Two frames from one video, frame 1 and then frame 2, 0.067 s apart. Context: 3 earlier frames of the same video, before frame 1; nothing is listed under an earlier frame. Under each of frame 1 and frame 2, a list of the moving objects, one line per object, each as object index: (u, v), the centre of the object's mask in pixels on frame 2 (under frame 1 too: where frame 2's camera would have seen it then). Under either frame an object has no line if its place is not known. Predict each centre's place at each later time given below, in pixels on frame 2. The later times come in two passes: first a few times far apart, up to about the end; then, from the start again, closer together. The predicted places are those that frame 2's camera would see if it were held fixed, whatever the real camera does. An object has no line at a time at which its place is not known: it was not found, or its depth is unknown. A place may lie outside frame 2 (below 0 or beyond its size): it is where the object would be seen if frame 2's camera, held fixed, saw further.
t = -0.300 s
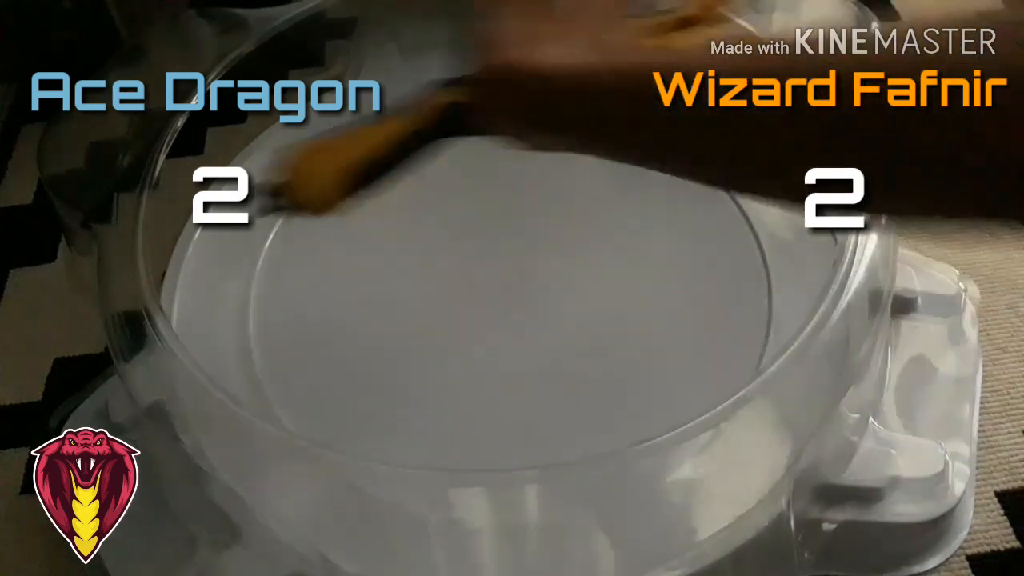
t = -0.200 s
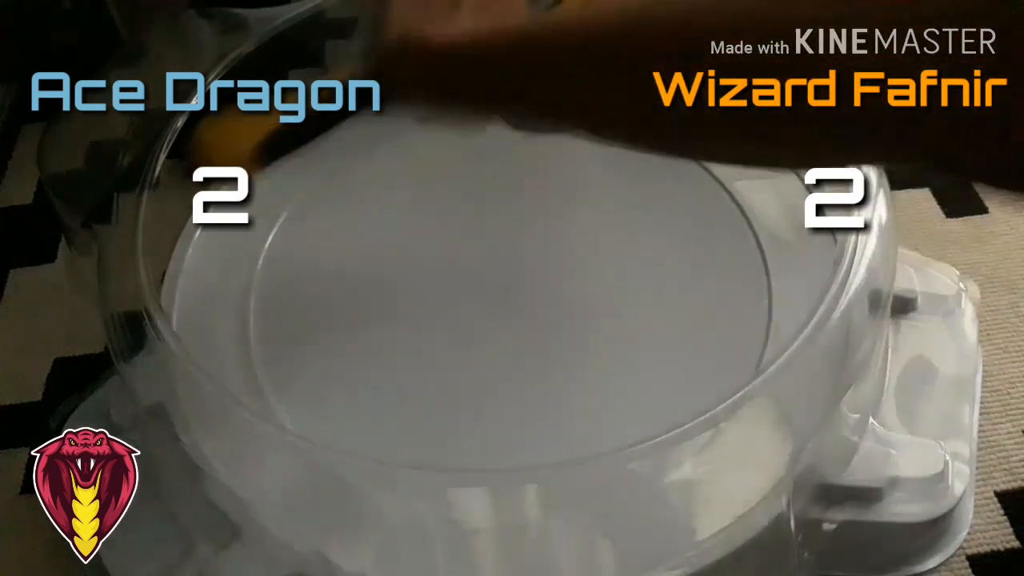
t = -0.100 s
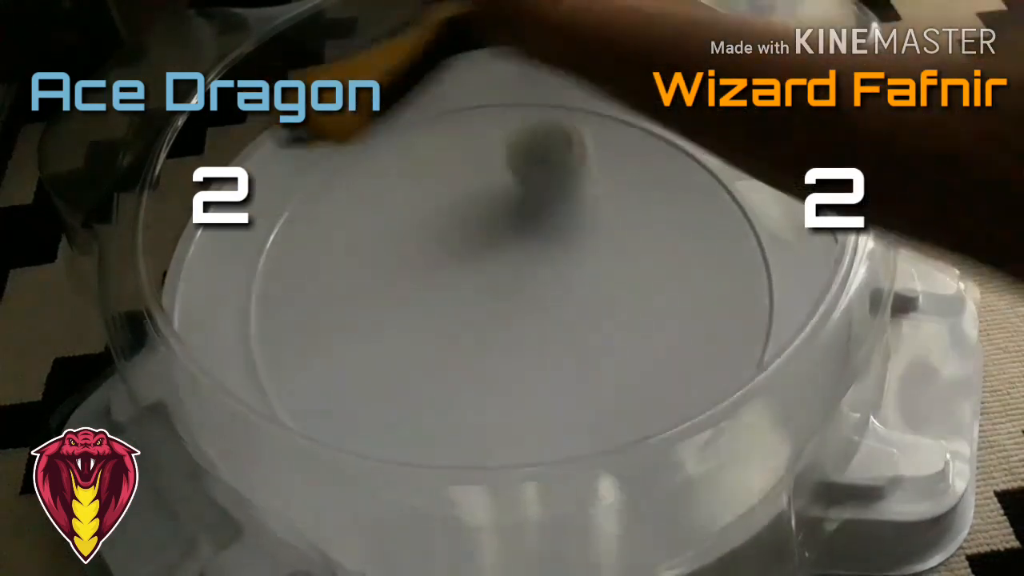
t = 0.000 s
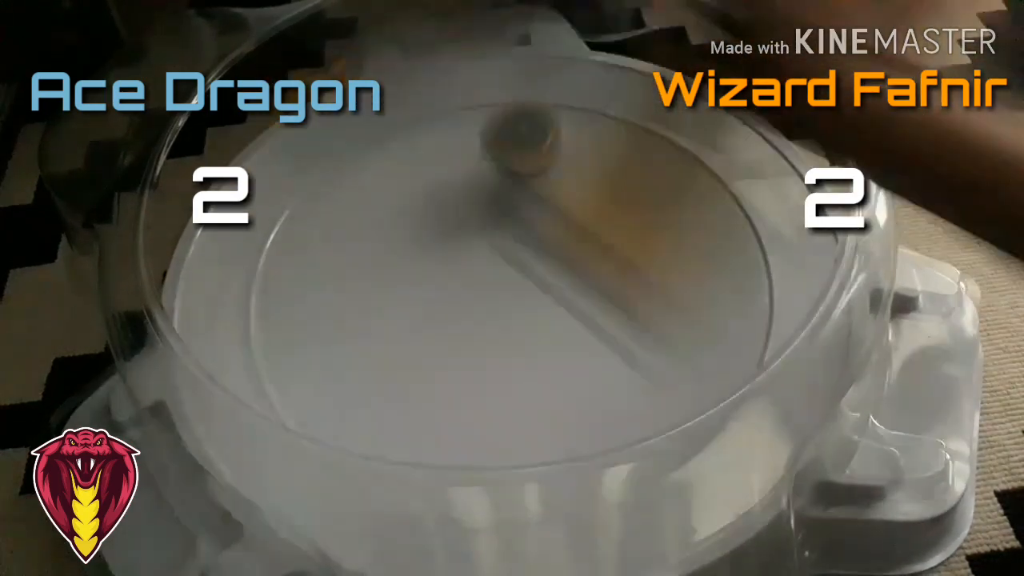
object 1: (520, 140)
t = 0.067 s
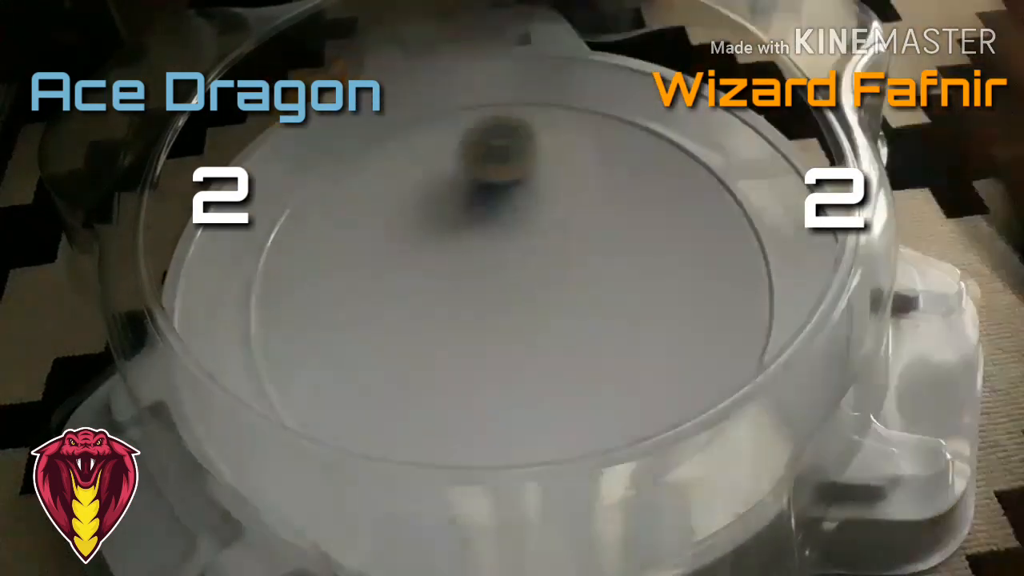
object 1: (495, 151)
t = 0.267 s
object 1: (446, 228)
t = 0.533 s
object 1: (559, 323)
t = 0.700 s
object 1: (651, 298)
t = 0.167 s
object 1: (462, 181)
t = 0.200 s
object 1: (454, 195)
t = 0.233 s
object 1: (449, 211)
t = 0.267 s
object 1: (446, 228)
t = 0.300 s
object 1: (451, 245)
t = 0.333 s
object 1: (457, 262)
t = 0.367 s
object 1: (464, 277)
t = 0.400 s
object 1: (477, 292)
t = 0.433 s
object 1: (495, 302)
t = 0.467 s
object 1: (515, 312)
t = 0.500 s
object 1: (535, 319)
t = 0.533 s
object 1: (559, 323)
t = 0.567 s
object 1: (580, 324)
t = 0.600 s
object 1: (601, 322)
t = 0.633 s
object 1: (622, 317)
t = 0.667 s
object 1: (639, 308)
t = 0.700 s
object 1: (651, 298)
